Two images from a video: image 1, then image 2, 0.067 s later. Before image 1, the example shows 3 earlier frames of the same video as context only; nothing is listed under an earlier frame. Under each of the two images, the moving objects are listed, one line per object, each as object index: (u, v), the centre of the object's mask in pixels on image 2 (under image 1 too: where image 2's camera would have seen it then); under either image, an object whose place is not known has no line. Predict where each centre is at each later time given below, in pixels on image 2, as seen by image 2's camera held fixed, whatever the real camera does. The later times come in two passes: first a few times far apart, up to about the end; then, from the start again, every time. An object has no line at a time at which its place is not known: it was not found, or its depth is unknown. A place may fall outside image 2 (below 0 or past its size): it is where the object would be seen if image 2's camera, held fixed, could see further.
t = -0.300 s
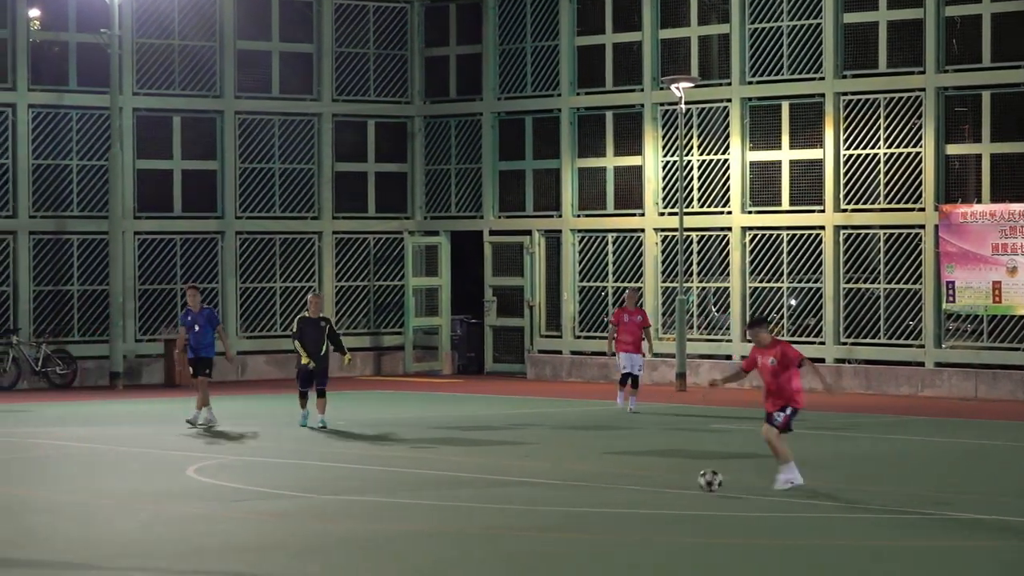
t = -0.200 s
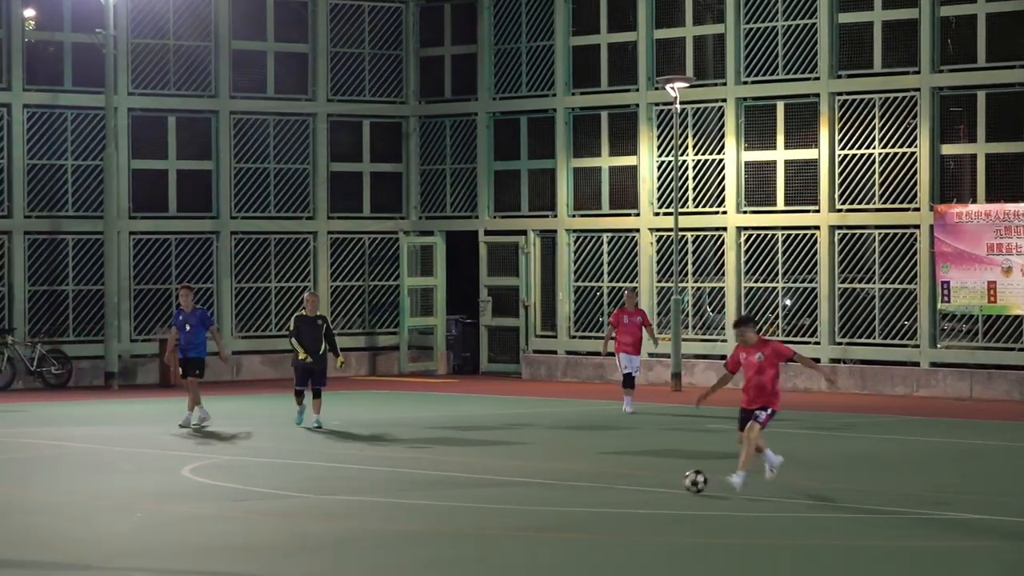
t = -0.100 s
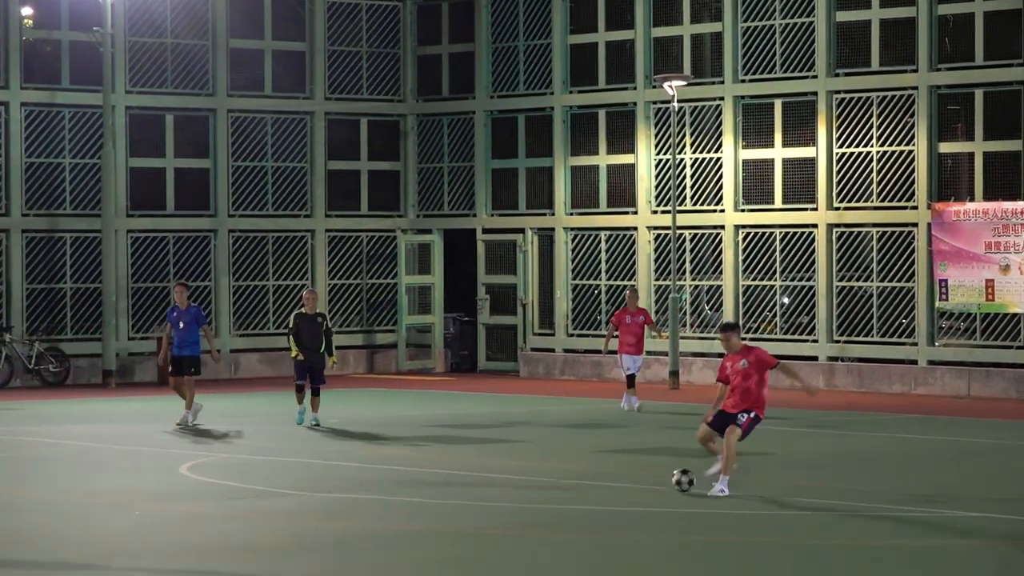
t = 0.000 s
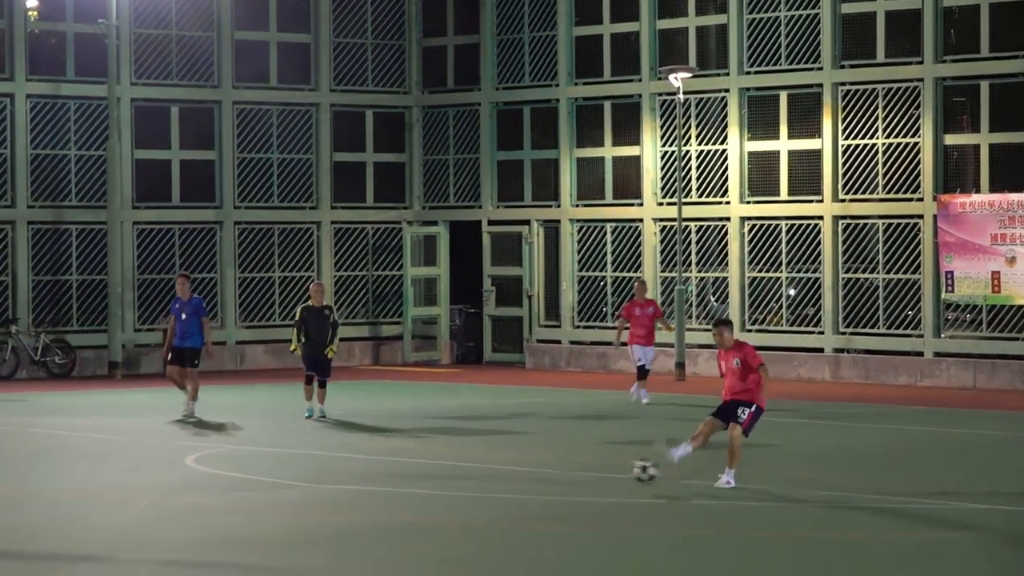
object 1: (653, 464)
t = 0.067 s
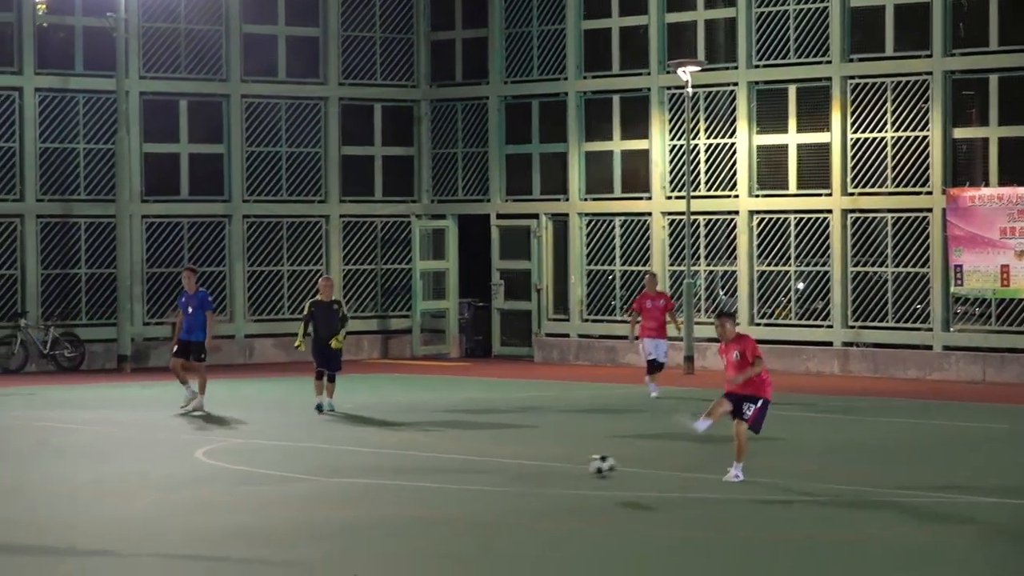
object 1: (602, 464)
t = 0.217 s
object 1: (488, 491)
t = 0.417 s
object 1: (353, 535)
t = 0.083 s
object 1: (590, 466)
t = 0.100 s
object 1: (577, 468)
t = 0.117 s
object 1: (565, 470)
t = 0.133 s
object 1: (553, 472)
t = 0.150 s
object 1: (539, 475)
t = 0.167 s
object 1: (526, 479)
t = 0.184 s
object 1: (513, 483)
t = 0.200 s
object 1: (500, 487)
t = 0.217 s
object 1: (488, 491)
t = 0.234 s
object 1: (475, 496)
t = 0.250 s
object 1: (462, 503)
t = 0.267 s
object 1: (448, 510)
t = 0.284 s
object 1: (435, 516)
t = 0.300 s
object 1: (422, 524)
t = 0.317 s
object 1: (412, 526)
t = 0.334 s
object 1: (402, 526)
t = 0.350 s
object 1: (392, 526)
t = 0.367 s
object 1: (383, 528)
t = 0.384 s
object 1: (374, 529)
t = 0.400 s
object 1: (363, 532)
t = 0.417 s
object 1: (353, 535)
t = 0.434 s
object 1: (343, 538)
